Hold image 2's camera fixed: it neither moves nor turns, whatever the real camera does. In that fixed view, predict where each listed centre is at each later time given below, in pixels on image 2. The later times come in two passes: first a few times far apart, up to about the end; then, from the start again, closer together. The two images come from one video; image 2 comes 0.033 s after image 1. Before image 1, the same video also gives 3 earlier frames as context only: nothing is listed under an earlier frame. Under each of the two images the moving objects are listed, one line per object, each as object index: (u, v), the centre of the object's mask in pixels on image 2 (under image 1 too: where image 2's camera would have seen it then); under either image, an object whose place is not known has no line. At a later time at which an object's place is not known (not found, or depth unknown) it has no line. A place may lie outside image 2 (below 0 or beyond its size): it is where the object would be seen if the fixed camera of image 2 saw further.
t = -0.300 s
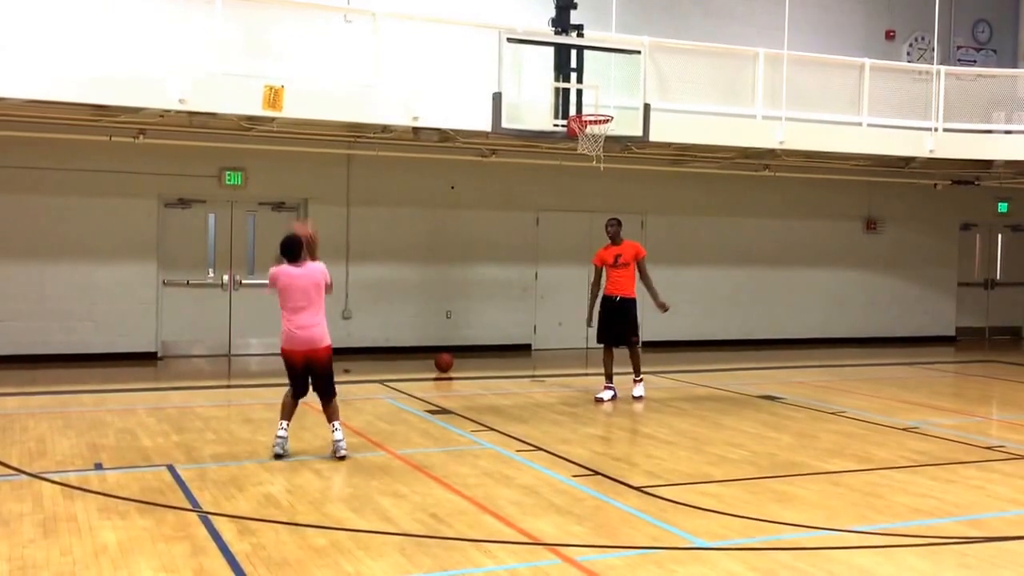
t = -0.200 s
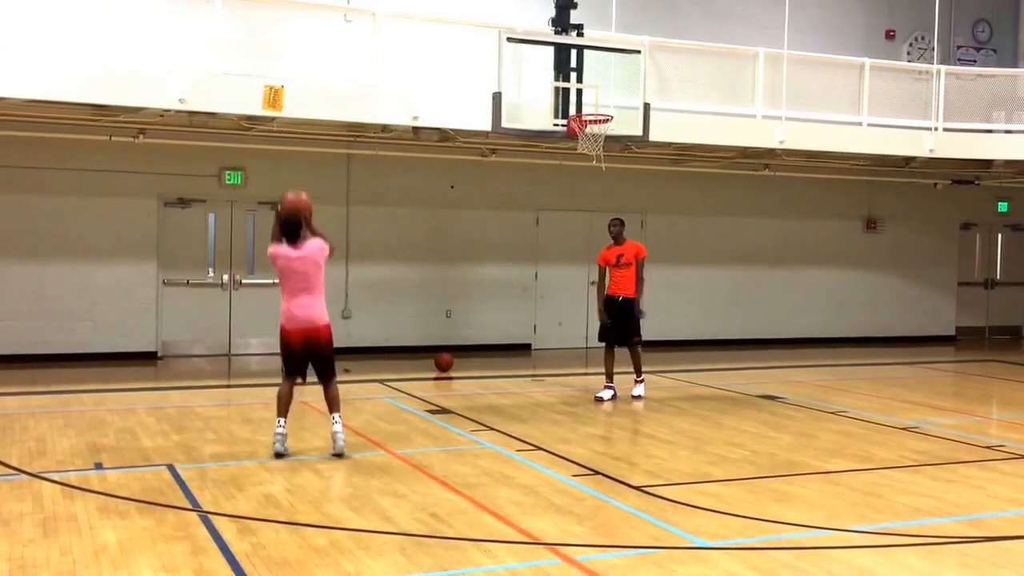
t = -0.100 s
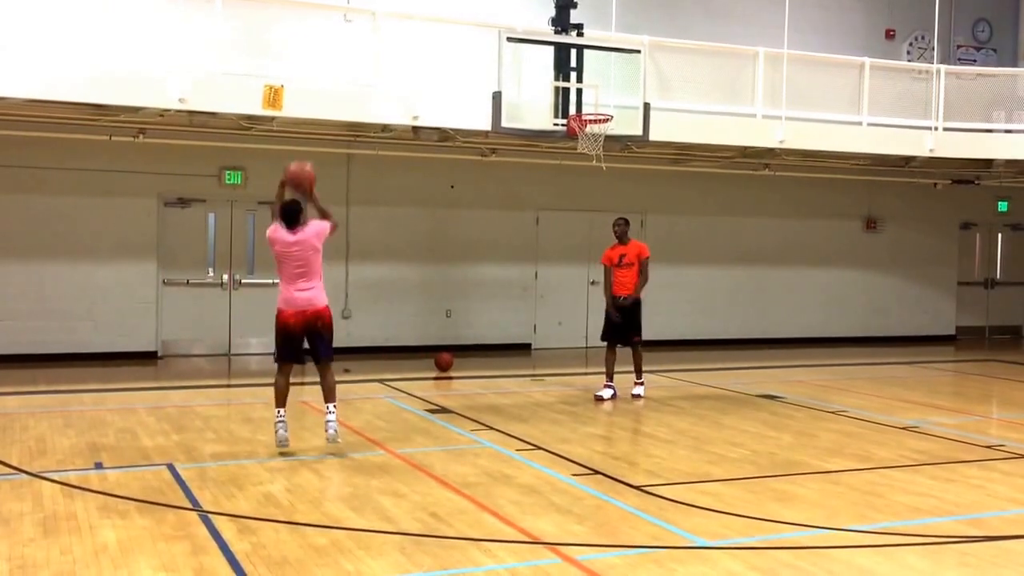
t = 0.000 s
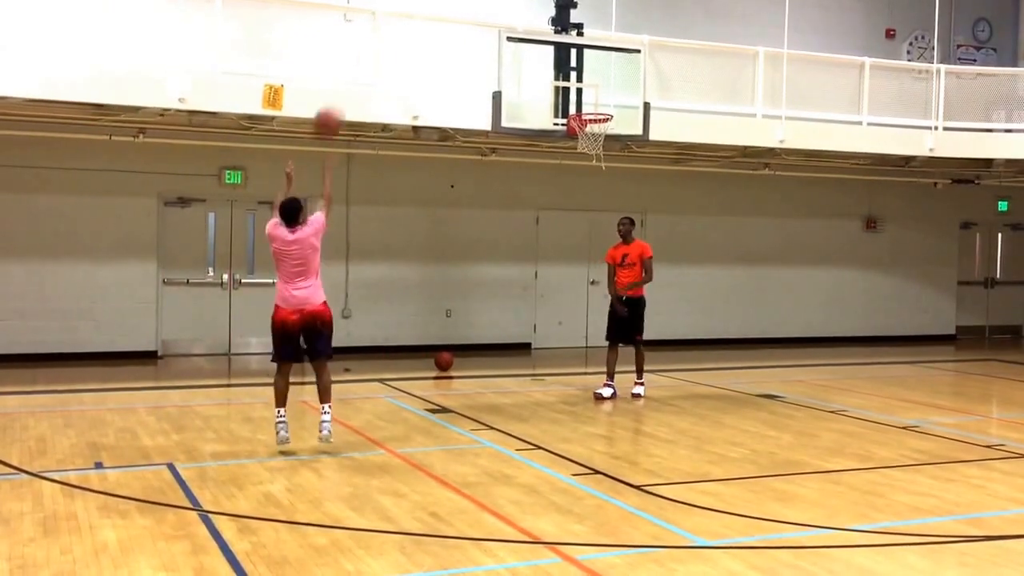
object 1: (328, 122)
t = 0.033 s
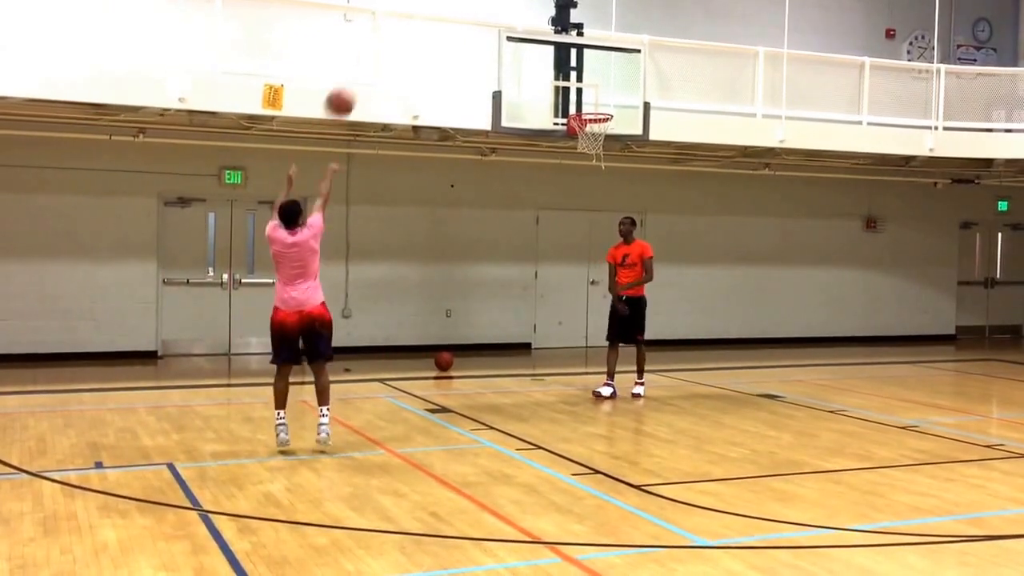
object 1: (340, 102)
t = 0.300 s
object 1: (424, 11)
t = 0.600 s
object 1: (499, 11)
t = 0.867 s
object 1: (552, 77)
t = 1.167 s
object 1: (606, 142)
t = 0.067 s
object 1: (351, 86)
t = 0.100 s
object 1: (363, 69)
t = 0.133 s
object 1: (373, 56)
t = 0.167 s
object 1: (384, 43)
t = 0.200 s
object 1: (394, 33)
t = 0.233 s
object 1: (404, 24)
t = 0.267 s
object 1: (415, 16)
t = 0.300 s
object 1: (424, 11)
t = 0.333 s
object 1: (433, 9)
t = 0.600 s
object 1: (499, 11)
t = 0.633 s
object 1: (506, 15)
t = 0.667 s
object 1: (513, 21)
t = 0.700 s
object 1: (520, 29)
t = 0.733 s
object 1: (527, 36)
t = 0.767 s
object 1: (533, 46)
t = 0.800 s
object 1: (540, 55)
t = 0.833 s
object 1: (545, 65)
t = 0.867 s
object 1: (552, 77)
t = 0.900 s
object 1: (558, 83)
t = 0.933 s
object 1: (568, 91)
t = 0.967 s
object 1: (577, 101)
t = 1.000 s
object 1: (585, 107)
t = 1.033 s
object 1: (592, 121)
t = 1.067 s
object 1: (600, 132)
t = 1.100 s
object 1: (605, 137)
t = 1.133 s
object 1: (605, 140)
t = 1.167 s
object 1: (606, 142)
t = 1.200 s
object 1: (606, 144)
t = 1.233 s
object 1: (607, 150)
